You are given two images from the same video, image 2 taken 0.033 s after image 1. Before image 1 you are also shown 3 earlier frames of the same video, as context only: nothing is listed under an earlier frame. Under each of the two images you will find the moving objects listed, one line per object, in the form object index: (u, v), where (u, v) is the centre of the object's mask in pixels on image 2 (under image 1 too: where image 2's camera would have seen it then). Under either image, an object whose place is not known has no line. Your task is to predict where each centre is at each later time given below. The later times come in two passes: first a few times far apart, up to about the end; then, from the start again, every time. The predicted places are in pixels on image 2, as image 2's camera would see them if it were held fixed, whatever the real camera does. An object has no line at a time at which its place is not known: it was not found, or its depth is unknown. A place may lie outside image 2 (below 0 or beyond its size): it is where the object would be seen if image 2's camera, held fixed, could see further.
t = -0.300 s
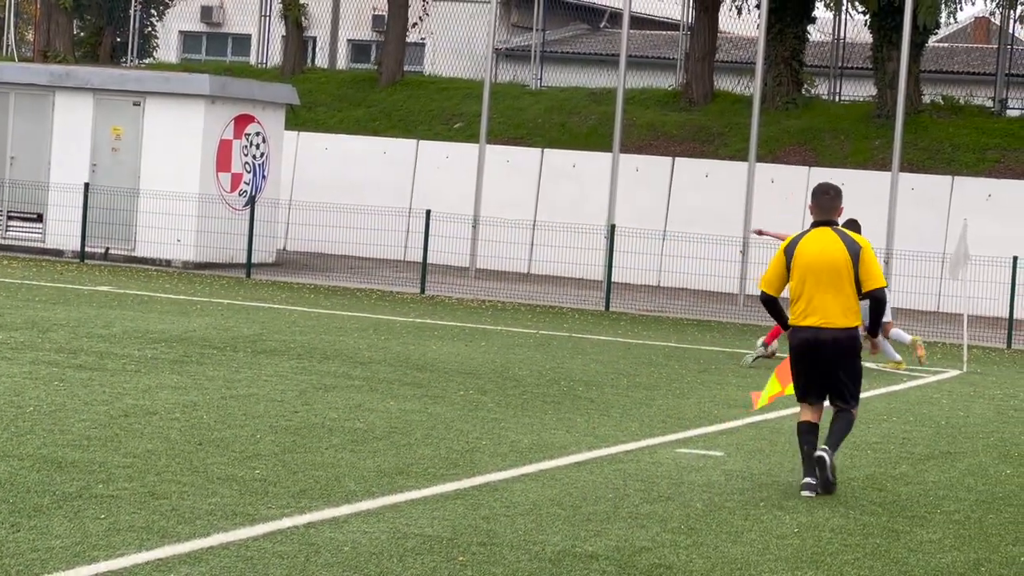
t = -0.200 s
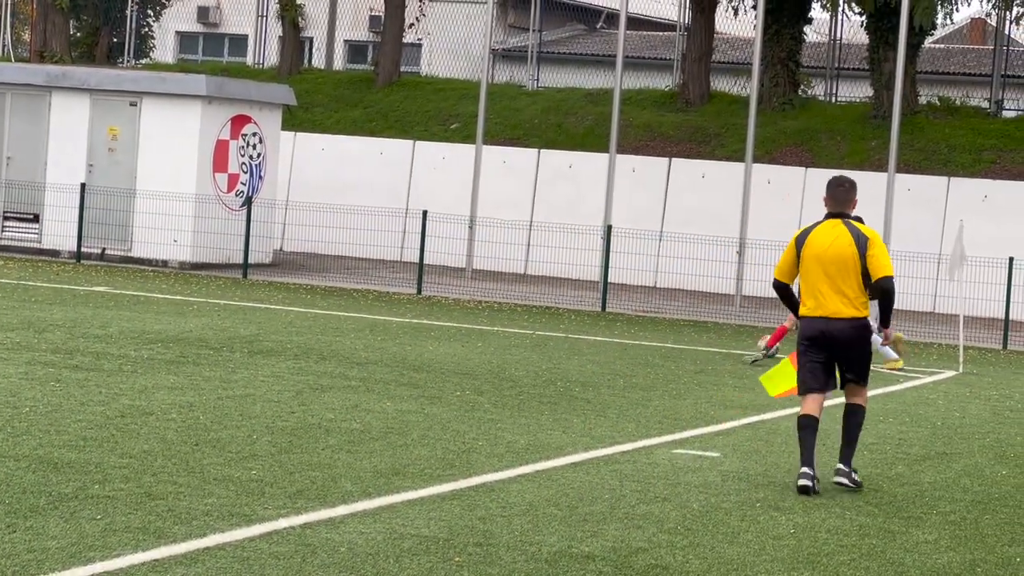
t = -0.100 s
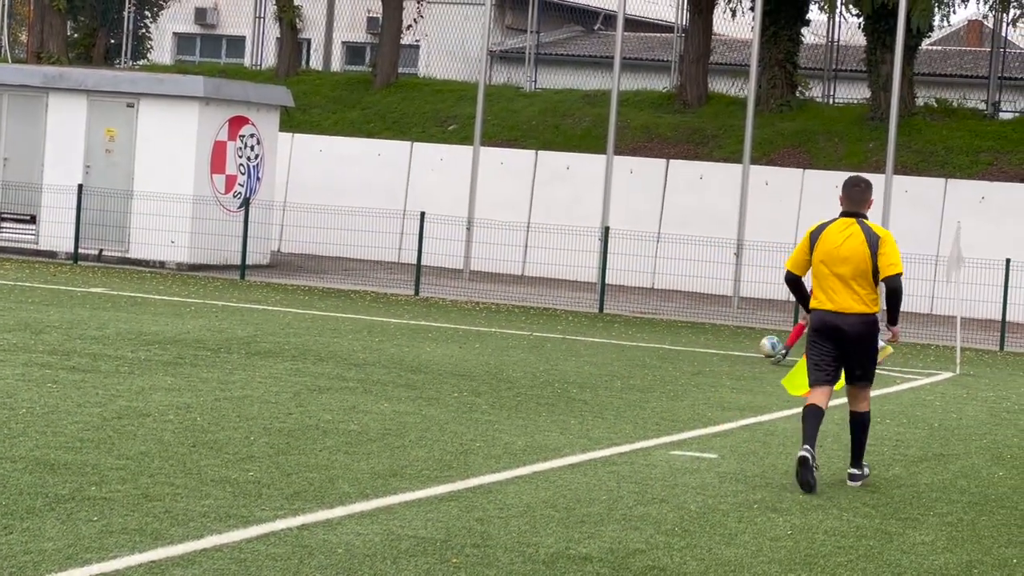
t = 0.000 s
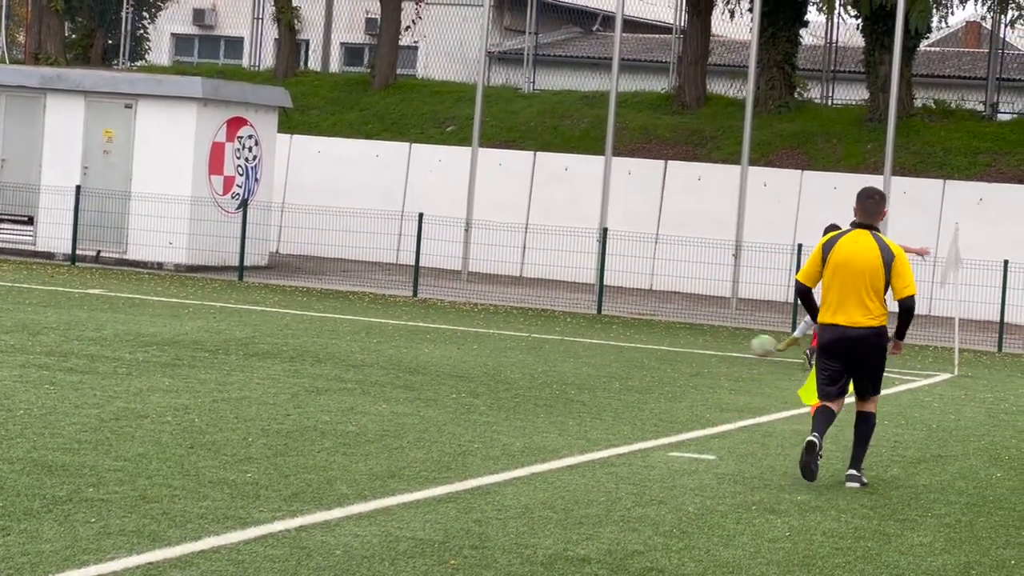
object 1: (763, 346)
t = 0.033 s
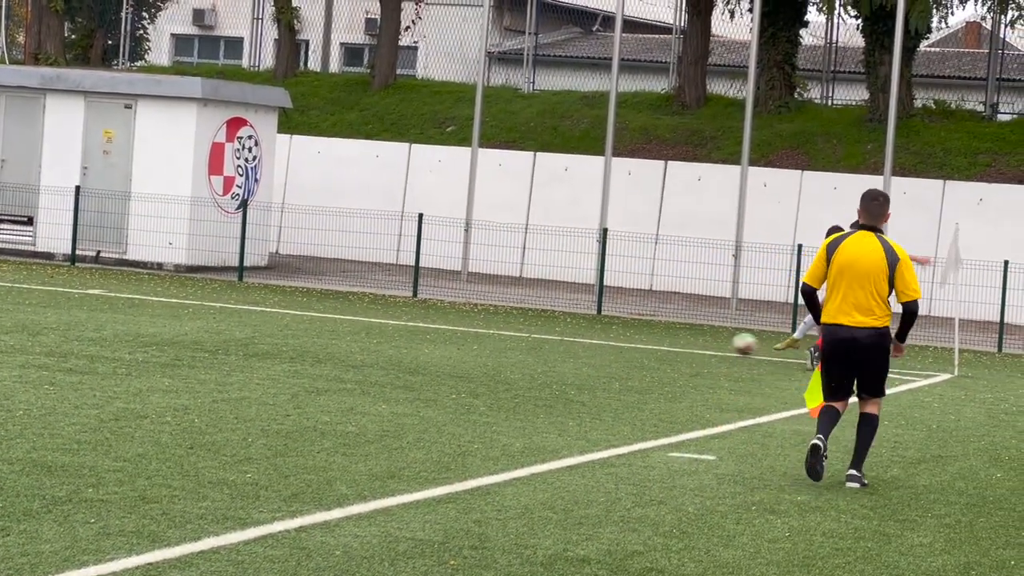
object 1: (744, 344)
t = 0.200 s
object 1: (656, 339)
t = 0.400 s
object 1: (567, 334)
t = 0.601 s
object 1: (503, 328)
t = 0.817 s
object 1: (445, 324)
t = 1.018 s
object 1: (395, 320)
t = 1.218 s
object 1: (347, 316)
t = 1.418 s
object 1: (300, 312)
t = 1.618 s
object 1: (256, 310)
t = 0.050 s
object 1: (736, 343)
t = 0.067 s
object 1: (726, 342)
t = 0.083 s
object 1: (717, 342)
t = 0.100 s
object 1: (708, 342)
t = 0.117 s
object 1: (698, 343)
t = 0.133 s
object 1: (689, 342)
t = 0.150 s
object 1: (681, 341)
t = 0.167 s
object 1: (672, 340)
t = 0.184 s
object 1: (664, 340)
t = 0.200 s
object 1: (656, 339)
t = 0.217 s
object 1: (647, 338)
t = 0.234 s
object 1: (639, 338)
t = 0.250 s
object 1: (631, 338)
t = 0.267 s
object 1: (622, 338)
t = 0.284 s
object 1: (616, 338)
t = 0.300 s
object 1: (608, 337)
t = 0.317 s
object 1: (601, 336)
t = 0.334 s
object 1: (595, 335)
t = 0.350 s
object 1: (588, 335)
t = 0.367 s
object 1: (581, 335)
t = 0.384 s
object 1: (575, 334)
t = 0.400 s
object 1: (567, 334)
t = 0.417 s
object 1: (561, 333)
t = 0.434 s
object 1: (556, 333)
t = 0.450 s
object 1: (550, 332)
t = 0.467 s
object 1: (545, 331)
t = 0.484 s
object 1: (539, 331)
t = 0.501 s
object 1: (534, 331)
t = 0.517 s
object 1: (528, 331)
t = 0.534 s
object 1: (522, 330)
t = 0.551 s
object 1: (517, 330)
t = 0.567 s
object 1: (512, 329)
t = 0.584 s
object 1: (507, 328)
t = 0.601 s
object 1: (503, 328)
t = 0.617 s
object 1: (498, 328)
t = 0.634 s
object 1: (494, 328)
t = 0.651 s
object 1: (489, 328)
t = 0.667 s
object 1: (485, 328)
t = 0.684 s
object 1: (480, 327)
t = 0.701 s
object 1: (476, 326)
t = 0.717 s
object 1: (471, 325)
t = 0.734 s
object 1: (467, 324)
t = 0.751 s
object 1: (462, 324)
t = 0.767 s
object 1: (458, 325)
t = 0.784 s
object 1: (454, 325)
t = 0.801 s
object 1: (449, 325)
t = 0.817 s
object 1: (445, 324)
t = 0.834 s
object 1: (440, 324)
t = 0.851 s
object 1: (436, 323)
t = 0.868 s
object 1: (432, 323)
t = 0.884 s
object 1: (428, 322)
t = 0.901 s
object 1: (424, 322)
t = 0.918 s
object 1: (419, 322)
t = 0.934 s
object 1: (416, 321)
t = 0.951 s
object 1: (411, 321)
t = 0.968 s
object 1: (407, 321)
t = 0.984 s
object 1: (403, 321)
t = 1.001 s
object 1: (399, 321)
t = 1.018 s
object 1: (395, 320)
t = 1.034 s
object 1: (390, 320)
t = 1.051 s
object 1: (387, 320)
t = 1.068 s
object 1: (382, 319)
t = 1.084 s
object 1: (378, 319)
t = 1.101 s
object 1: (374, 318)
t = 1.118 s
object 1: (370, 318)
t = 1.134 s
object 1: (366, 317)
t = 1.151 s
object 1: (362, 317)
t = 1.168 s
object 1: (358, 317)
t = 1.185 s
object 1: (354, 317)
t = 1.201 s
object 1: (350, 316)
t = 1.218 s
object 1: (347, 316)
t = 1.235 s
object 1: (342, 316)
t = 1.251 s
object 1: (338, 316)
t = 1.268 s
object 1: (335, 315)
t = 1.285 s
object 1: (331, 315)
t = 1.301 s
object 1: (327, 314)
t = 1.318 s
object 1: (323, 314)
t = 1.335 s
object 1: (319, 314)
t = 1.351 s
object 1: (315, 314)
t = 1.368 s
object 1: (311, 313)
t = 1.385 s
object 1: (307, 313)
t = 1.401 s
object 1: (304, 312)
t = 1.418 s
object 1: (300, 312)
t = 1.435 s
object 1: (296, 312)
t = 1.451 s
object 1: (292, 312)
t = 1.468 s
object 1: (289, 311)
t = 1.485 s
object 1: (285, 311)
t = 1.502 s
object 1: (281, 311)
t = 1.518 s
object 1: (278, 311)
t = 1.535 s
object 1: (274, 311)
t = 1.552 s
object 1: (270, 311)
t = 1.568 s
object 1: (267, 310)
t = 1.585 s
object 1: (263, 310)
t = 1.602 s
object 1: (259, 310)
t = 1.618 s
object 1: (256, 310)
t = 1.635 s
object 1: (252, 309)
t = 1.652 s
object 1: (248, 309)
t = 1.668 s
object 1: (244, 309)
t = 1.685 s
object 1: (241, 308)
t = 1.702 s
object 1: (237, 308)
